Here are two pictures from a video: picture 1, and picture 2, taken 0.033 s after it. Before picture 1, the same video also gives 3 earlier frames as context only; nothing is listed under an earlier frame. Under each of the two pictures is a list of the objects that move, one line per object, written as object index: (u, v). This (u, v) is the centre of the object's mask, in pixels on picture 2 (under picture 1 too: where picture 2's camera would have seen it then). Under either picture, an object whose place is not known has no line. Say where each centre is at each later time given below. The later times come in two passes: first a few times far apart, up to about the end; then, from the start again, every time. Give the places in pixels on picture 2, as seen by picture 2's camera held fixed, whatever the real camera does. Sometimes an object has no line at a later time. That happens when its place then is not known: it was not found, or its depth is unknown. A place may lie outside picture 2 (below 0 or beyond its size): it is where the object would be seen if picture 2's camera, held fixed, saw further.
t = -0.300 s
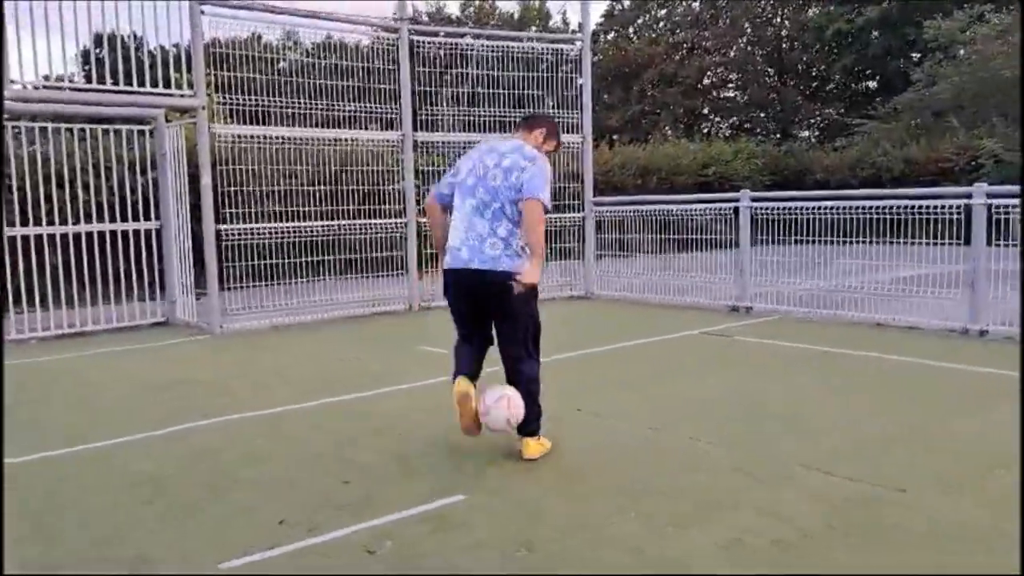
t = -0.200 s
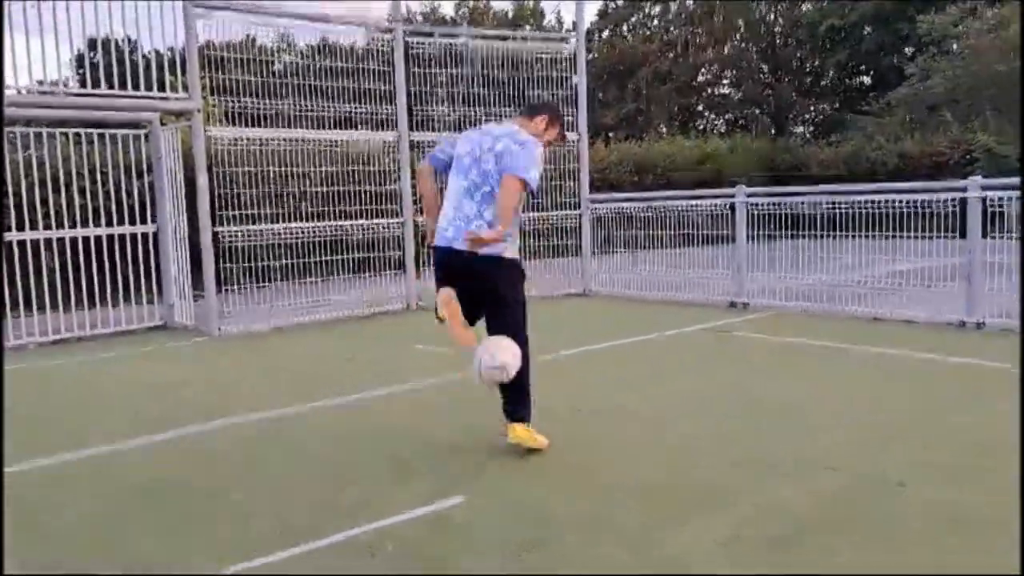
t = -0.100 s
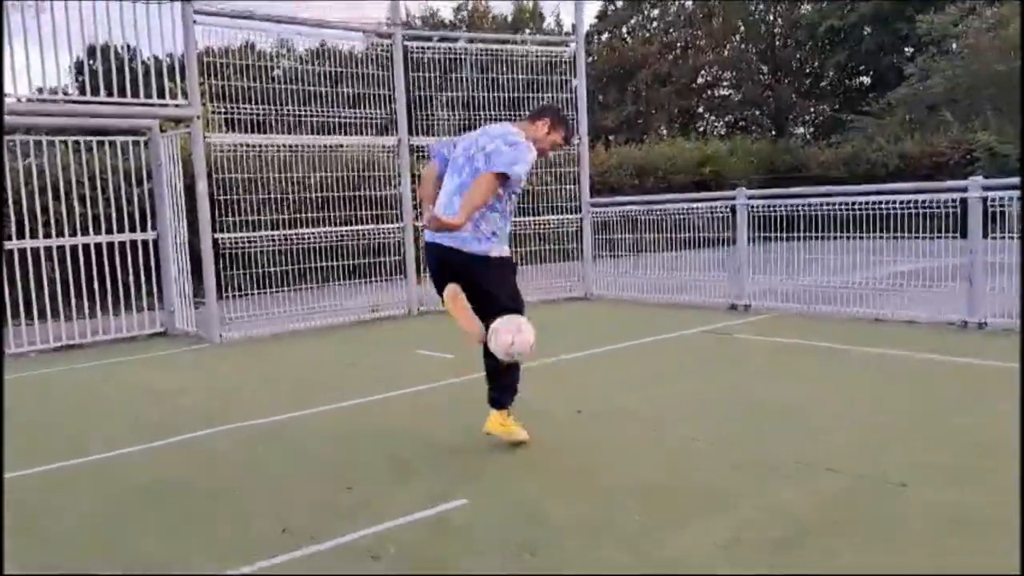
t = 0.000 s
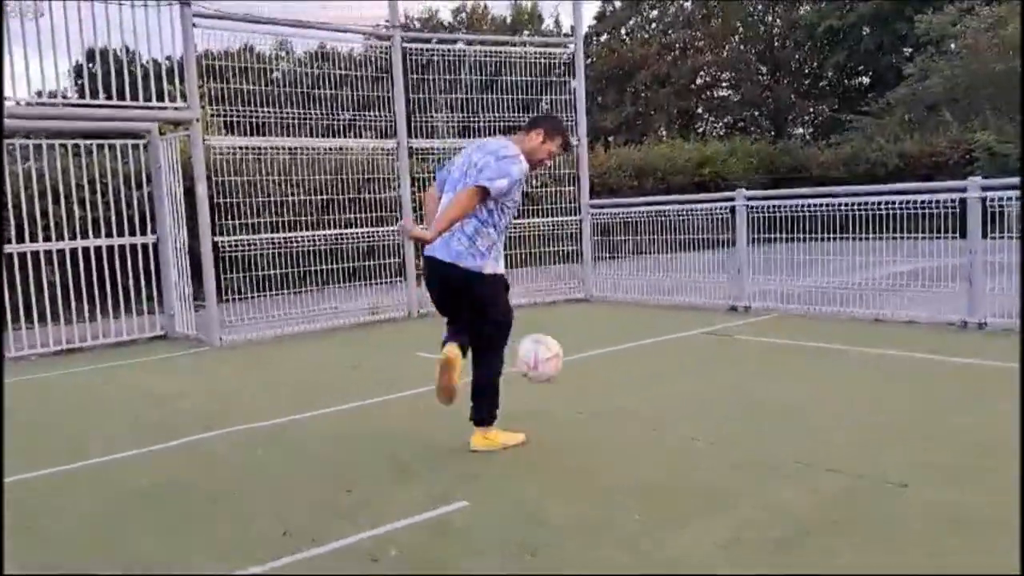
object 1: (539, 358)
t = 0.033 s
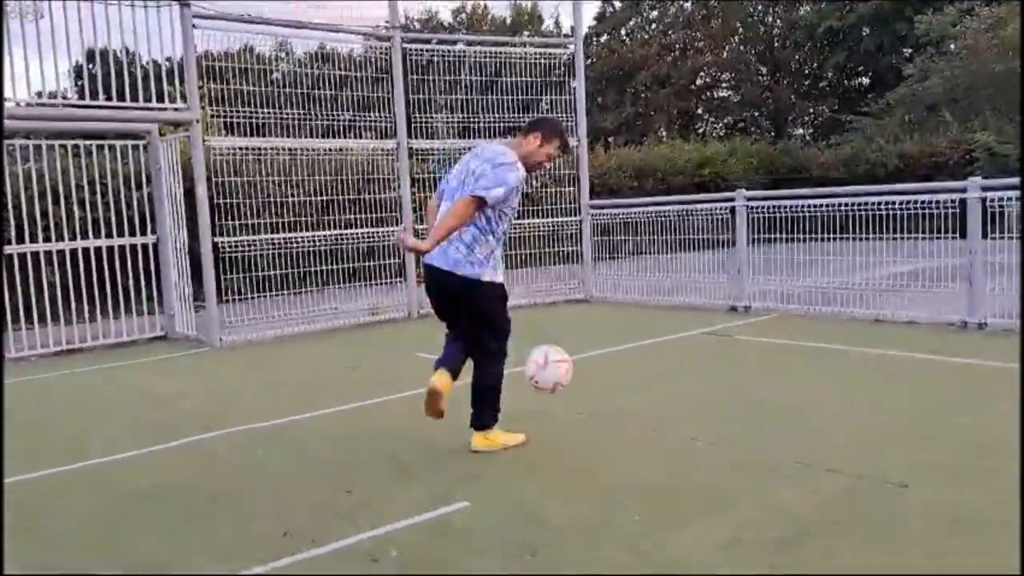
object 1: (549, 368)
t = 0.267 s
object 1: (606, 407)
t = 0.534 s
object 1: (656, 375)
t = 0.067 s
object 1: (557, 381)
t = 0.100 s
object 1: (567, 397)
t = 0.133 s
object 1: (577, 415)
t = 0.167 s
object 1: (587, 437)
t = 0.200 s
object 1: (594, 439)
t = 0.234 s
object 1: (600, 422)
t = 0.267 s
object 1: (606, 407)
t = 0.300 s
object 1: (612, 395)
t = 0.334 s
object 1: (618, 384)
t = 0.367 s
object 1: (625, 377)
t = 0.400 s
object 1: (631, 371)
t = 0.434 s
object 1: (637, 370)
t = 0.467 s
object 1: (645, 369)
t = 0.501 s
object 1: (651, 370)
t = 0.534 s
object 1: (656, 375)
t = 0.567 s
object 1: (663, 381)
